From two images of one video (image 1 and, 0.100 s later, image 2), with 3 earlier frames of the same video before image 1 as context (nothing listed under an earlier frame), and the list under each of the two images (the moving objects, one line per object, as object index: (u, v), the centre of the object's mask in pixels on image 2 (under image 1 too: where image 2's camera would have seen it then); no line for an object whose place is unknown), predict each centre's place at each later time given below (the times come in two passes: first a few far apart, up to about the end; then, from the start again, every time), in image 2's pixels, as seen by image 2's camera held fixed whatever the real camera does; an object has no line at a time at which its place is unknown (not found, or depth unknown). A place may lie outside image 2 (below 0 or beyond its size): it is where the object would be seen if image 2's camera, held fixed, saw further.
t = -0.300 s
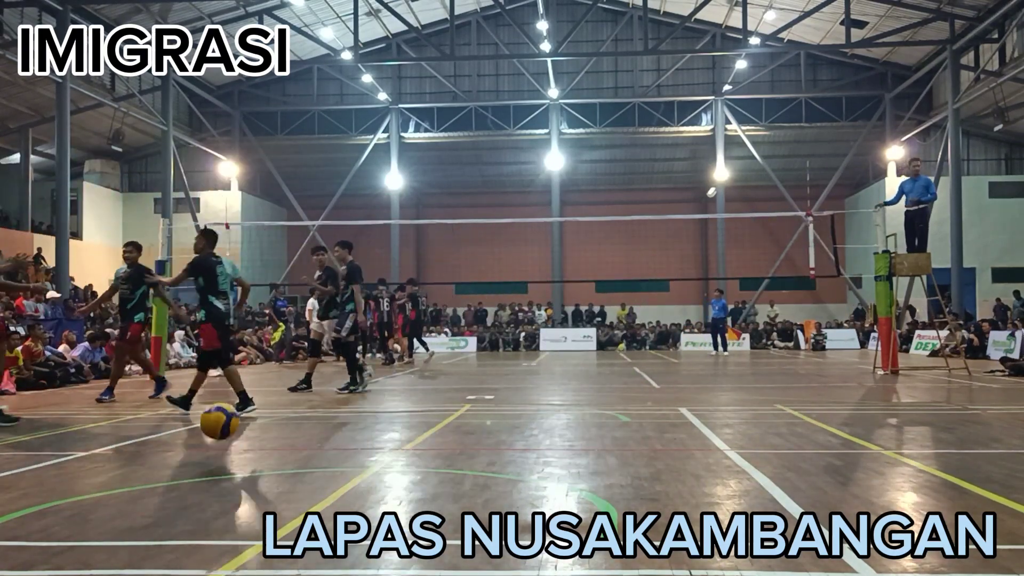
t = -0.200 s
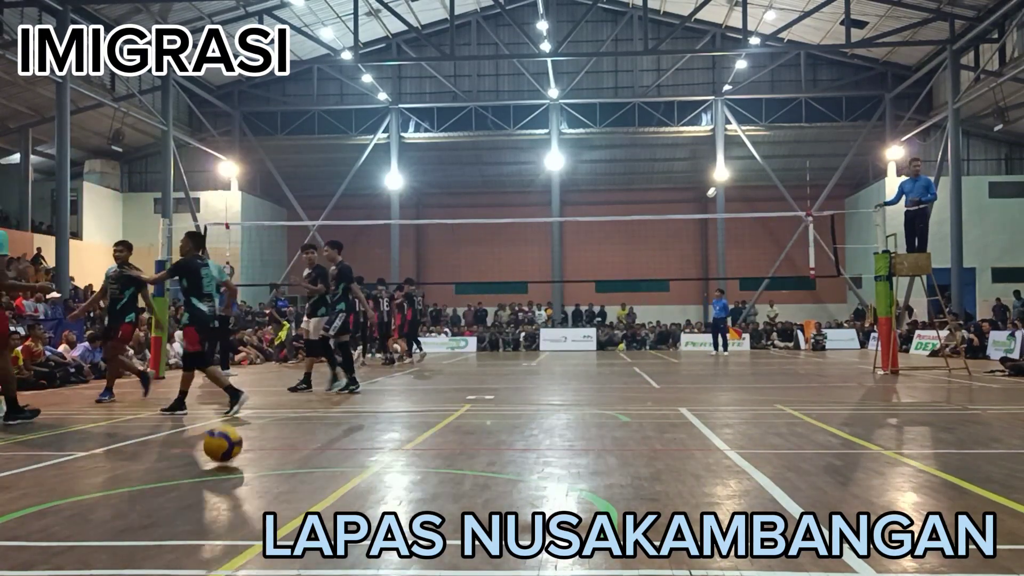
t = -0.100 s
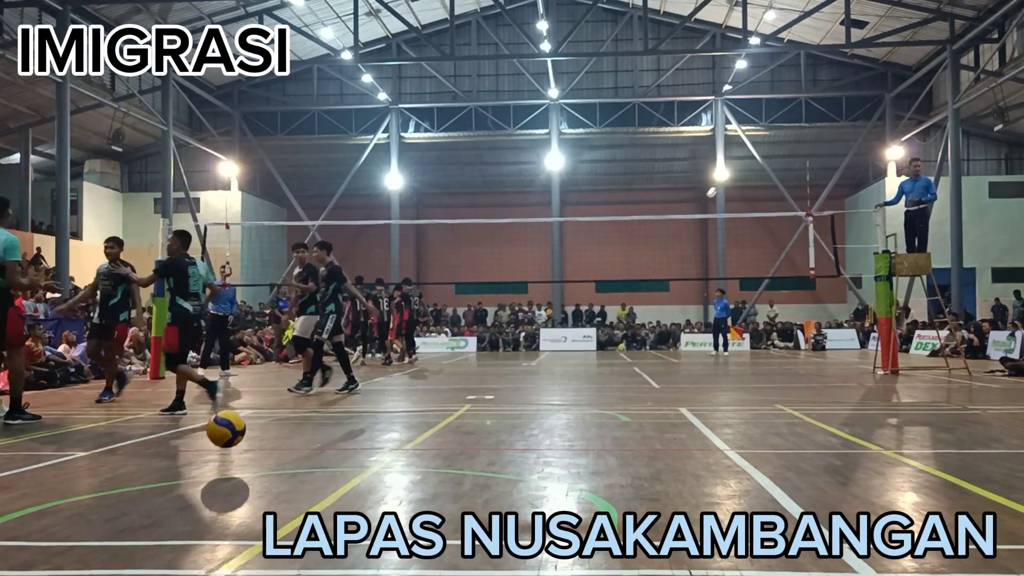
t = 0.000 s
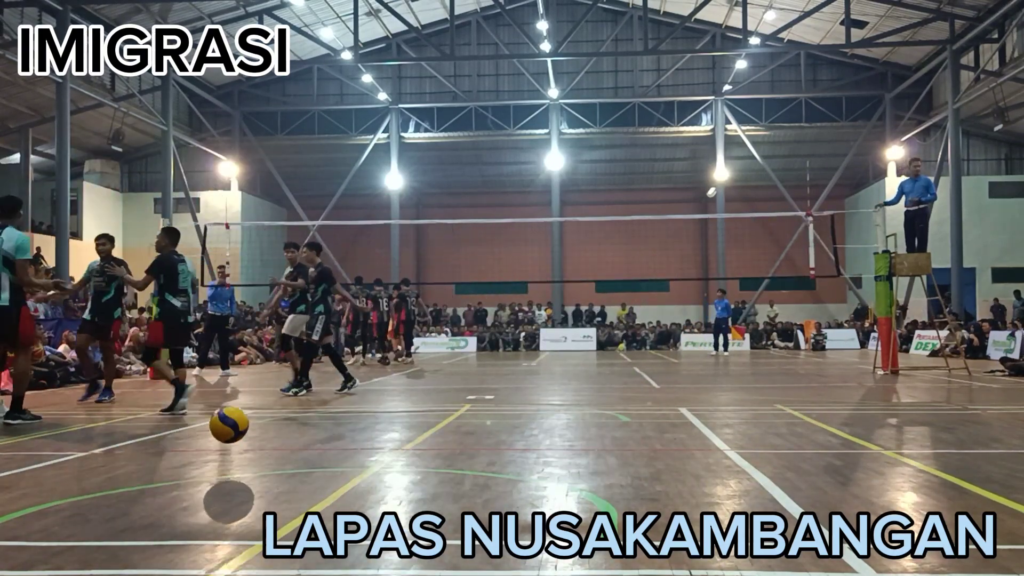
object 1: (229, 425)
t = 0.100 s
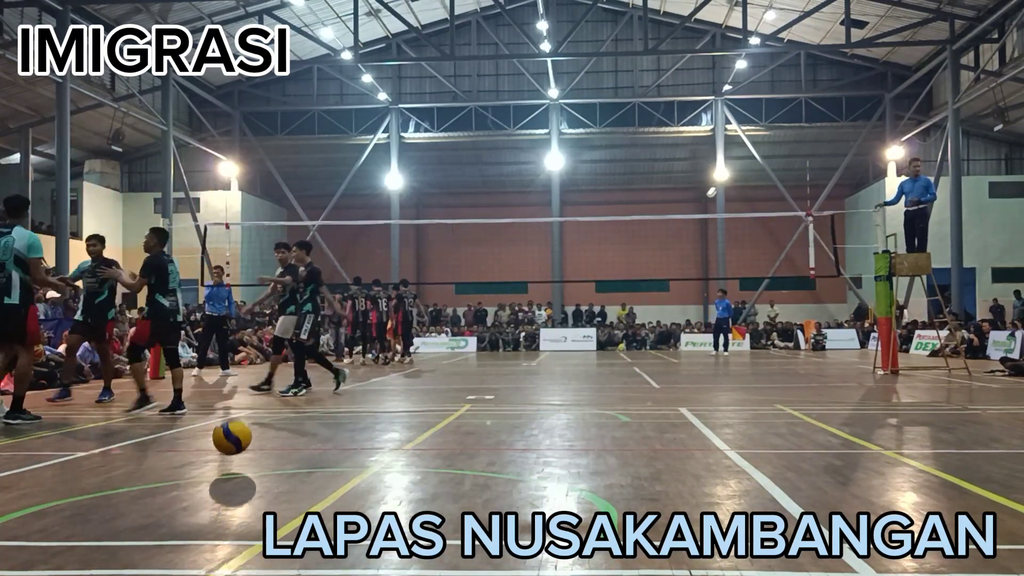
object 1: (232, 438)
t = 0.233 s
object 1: (236, 434)
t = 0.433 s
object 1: (241, 447)
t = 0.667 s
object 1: (248, 445)
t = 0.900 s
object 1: (255, 448)
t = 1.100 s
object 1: (261, 450)
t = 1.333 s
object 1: (267, 446)
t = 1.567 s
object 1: (273, 450)
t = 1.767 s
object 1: (278, 451)
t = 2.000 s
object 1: (284, 451)
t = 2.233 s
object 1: (288, 453)
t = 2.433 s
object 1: (292, 453)
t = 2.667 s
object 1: (294, 454)
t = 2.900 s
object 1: (297, 455)
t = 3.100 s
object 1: (299, 455)
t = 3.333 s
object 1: (302, 456)
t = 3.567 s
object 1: (306, 456)
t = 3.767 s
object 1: (310, 456)
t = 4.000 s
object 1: (314, 457)
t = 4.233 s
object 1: (319, 457)
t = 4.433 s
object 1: (324, 457)
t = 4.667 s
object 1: (330, 457)
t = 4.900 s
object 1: (335, 457)
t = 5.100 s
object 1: (339, 457)
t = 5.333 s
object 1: (342, 457)
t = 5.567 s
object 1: (346, 458)
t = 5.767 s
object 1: (348, 458)
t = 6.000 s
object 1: (350, 459)
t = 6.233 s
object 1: (351, 459)
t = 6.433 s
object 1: (351, 459)
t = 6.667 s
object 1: (351, 460)
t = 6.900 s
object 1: (351, 460)
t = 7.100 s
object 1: (352, 461)
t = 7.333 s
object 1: (353, 461)
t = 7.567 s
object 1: (356, 461)
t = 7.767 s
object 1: (360, 461)
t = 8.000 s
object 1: (366, 460)
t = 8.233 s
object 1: (372, 460)
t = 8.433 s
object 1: (378, 460)
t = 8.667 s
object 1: (385, 460)
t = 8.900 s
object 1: (393, 459)
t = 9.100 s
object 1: (398, 459)
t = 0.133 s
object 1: (233, 445)
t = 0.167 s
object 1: (234, 445)
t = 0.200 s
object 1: (235, 439)
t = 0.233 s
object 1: (236, 434)
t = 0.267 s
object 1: (236, 432)
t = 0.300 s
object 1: (237, 431)
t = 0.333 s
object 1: (238, 432)
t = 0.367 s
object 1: (239, 436)
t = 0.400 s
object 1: (240, 440)
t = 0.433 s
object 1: (241, 447)
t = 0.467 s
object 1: (242, 444)
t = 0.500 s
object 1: (243, 439)
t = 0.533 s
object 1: (244, 437)
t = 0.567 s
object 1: (245, 436)
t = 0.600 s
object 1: (246, 437)
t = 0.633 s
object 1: (247, 440)
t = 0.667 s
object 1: (248, 445)
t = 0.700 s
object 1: (249, 448)
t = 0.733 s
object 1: (250, 444)
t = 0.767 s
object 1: (251, 441)
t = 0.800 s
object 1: (252, 440)
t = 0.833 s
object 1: (253, 441)
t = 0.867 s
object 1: (254, 444)
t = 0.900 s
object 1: (255, 448)
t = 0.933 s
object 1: (256, 448)
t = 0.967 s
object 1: (257, 444)
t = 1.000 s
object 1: (258, 443)
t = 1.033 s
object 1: (259, 443)
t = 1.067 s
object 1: (260, 445)
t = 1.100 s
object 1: (261, 450)
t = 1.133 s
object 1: (262, 447)
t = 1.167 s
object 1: (263, 445)
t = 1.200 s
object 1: (264, 445)
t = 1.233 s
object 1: (265, 446)
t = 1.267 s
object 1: (266, 450)
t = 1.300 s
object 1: (267, 448)
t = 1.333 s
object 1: (267, 446)
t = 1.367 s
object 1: (268, 446)
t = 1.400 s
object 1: (269, 448)
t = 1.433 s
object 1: (270, 450)
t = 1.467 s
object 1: (271, 448)
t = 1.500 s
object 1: (272, 448)
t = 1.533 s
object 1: (273, 449)
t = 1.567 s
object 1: (273, 450)
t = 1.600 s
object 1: (274, 449)
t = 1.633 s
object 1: (275, 449)
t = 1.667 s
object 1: (276, 451)
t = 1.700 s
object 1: (277, 450)
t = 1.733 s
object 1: (278, 450)
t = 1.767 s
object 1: (278, 451)
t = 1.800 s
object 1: (279, 450)
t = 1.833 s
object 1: (280, 451)
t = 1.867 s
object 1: (281, 451)
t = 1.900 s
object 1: (281, 451)
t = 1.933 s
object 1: (282, 452)
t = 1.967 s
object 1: (283, 451)
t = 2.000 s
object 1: (284, 451)
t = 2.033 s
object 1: (284, 452)
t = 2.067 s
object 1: (285, 452)
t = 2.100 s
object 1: (285, 452)
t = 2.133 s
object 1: (286, 452)
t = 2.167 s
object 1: (287, 452)
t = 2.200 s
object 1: (287, 452)
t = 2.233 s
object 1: (288, 453)
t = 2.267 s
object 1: (289, 453)
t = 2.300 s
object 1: (289, 453)
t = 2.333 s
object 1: (290, 453)
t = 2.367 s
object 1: (291, 453)
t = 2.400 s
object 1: (291, 453)
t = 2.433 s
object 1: (292, 453)
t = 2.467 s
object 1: (292, 453)
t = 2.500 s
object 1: (293, 453)
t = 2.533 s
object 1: (293, 453)
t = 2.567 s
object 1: (293, 453)
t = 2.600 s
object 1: (294, 453)
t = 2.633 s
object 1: (294, 454)
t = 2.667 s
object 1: (294, 454)
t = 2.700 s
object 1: (294, 454)
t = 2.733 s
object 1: (295, 454)
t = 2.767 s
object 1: (295, 454)
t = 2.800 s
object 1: (296, 454)
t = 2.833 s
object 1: (296, 455)
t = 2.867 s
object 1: (296, 455)
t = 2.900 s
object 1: (297, 455)
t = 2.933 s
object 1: (297, 455)
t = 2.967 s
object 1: (297, 455)
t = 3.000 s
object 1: (298, 455)
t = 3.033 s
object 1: (298, 455)
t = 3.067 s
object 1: (298, 455)
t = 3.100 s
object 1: (299, 455)
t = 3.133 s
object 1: (299, 455)
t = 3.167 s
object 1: (299, 456)
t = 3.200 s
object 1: (300, 456)
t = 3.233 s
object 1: (300, 456)
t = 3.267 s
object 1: (301, 456)
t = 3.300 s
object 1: (301, 456)
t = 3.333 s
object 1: (302, 456)
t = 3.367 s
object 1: (302, 456)
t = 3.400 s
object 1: (303, 456)
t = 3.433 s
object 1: (303, 456)
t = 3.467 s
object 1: (304, 456)
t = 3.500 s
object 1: (304, 456)
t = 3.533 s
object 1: (305, 456)
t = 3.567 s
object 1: (306, 456)
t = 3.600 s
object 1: (306, 456)
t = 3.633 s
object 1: (307, 456)
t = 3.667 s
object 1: (308, 456)
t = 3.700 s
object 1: (308, 456)
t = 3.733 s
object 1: (309, 456)
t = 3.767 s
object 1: (310, 456)
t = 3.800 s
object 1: (310, 456)
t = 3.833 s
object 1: (311, 456)
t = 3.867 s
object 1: (312, 456)
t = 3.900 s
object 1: (312, 456)
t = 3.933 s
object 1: (313, 456)
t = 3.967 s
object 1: (314, 457)
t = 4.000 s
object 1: (314, 457)
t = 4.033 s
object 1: (315, 457)
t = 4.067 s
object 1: (316, 457)
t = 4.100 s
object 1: (317, 457)
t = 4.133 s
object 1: (317, 457)
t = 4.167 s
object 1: (318, 457)
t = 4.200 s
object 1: (319, 457)
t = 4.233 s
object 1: (319, 457)
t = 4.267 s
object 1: (320, 457)
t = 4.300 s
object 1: (321, 457)
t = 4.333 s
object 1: (322, 457)
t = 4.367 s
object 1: (322, 457)
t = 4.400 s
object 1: (323, 457)
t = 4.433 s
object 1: (324, 457)
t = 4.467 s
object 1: (325, 457)
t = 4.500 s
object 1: (326, 457)
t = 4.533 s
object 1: (327, 457)
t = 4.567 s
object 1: (328, 457)
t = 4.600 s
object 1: (328, 457)
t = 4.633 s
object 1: (329, 457)
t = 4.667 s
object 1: (330, 457)
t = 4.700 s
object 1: (331, 457)
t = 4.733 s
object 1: (332, 457)
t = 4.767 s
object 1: (332, 457)
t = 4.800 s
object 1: (333, 457)
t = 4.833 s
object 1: (334, 457)
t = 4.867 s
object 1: (335, 457)
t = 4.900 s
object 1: (335, 457)
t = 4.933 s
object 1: (336, 457)
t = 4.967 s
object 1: (336, 457)
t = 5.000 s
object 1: (337, 457)
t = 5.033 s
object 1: (338, 457)
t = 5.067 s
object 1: (338, 457)
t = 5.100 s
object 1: (339, 457)
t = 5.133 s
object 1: (339, 457)
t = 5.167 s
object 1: (340, 457)
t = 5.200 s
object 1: (340, 457)
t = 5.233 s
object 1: (341, 457)
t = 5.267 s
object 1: (341, 457)
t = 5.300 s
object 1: (342, 457)
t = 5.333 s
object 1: (342, 457)
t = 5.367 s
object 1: (343, 457)
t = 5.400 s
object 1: (343, 457)
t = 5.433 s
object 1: (344, 458)
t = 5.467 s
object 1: (344, 457)
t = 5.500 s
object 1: (345, 458)
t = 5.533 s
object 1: (345, 458)
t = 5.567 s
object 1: (346, 458)
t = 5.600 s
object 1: (346, 458)
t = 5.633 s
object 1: (347, 458)
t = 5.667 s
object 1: (347, 458)
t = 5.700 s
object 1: (347, 458)
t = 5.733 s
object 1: (348, 458)
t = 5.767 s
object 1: (348, 458)
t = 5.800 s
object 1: (348, 458)
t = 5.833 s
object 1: (349, 458)
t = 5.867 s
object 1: (349, 458)
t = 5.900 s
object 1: (349, 458)
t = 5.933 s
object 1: (349, 458)
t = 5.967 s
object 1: (350, 458)
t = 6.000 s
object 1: (350, 459)
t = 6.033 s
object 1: (350, 458)
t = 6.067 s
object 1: (350, 459)
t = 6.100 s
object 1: (351, 459)
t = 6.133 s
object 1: (351, 459)
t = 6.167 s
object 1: (351, 459)
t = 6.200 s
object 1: (351, 459)
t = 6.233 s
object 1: (351, 459)
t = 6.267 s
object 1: (351, 459)
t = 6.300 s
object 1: (351, 459)
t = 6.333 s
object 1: (351, 459)
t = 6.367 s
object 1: (351, 459)
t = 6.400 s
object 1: (351, 459)
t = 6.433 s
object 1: (351, 459)
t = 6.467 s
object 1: (351, 460)
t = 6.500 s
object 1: (351, 460)
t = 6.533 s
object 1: (351, 460)
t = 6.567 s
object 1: (351, 460)
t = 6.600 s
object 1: (351, 460)
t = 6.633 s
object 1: (351, 460)
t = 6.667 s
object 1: (351, 460)
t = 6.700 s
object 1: (351, 460)
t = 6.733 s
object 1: (351, 460)
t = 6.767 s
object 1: (351, 460)
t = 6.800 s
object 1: (351, 460)
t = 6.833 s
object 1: (351, 460)
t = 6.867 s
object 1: (351, 460)
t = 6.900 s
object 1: (351, 460)
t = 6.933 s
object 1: (351, 460)
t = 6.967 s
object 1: (351, 460)
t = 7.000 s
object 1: (351, 460)
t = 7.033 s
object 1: (352, 461)
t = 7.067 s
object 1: (352, 460)
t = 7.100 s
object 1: (352, 461)
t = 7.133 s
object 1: (352, 460)
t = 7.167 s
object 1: (352, 461)
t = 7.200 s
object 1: (353, 461)
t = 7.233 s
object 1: (353, 461)
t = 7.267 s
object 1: (353, 461)
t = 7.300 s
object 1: (353, 461)
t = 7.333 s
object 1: (353, 461)
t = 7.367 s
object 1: (354, 461)
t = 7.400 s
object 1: (354, 461)
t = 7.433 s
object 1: (355, 461)
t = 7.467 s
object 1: (355, 461)
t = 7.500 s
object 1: (355, 461)
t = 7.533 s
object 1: (356, 461)
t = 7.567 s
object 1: (356, 461)
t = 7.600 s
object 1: (357, 461)
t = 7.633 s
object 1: (358, 461)
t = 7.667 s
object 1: (358, 461)
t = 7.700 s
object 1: (359, 461)
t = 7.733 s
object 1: (359, 461)
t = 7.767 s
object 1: (360, 461)
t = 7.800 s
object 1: (361, 460)
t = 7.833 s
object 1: (361, 461)
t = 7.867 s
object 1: (362, 461)
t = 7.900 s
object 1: (363, 461)
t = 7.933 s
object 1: (364, 461)
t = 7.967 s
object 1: (365, 461)
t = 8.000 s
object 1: (366, 460)
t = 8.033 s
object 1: (367, 460)
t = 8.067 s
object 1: (367, 460)
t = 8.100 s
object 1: (368, 460)
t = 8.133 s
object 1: (369, 460)
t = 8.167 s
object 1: (370, 460)
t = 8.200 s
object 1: (372, 460)
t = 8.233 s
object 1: (372, 460)
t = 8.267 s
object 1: (373, 460)
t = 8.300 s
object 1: (374, 460)
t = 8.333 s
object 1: (375, 460)
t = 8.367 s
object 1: (376, 460)
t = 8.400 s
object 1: (377, 460)
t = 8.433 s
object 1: (378, 460)
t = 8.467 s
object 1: (379, 460)
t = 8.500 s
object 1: (380, 460)
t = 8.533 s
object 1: (381, 460)
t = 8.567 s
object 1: (382, 460)
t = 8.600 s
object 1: (383, 460)
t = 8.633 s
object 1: (384, 460)
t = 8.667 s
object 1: (385, 460)
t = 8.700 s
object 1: (386, 459)
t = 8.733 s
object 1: (387, 459)
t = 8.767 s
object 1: (388, 459)
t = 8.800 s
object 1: (390, 459)
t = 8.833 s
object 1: (391, 459)
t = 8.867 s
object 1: (392, 459)
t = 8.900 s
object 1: (393, 459)
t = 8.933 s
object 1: (394, 459)
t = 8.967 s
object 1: (395, 459)
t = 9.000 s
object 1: (396, 459)
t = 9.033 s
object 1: (396, 459)
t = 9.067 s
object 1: (397, 459)
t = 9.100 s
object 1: (398, 459)
